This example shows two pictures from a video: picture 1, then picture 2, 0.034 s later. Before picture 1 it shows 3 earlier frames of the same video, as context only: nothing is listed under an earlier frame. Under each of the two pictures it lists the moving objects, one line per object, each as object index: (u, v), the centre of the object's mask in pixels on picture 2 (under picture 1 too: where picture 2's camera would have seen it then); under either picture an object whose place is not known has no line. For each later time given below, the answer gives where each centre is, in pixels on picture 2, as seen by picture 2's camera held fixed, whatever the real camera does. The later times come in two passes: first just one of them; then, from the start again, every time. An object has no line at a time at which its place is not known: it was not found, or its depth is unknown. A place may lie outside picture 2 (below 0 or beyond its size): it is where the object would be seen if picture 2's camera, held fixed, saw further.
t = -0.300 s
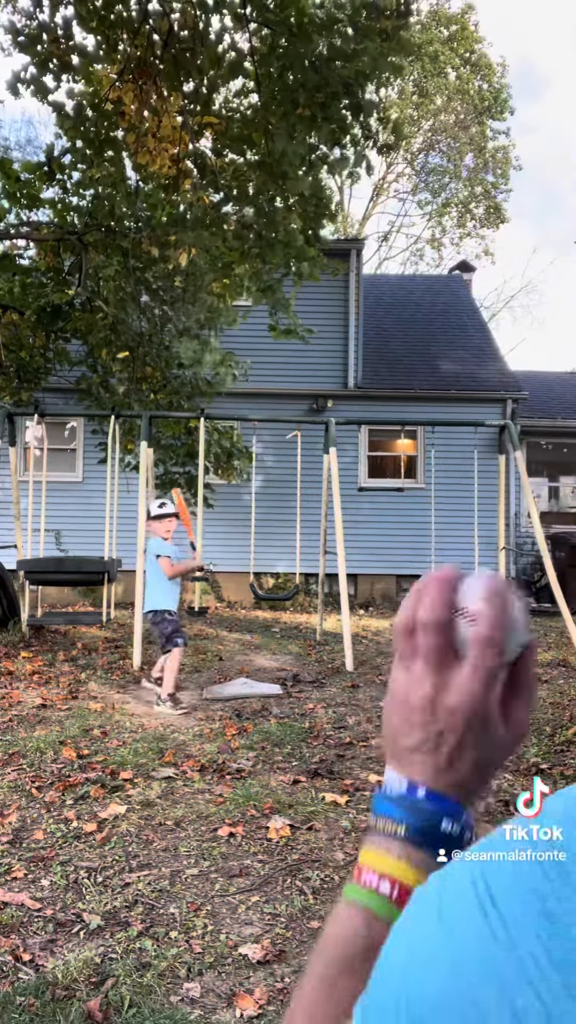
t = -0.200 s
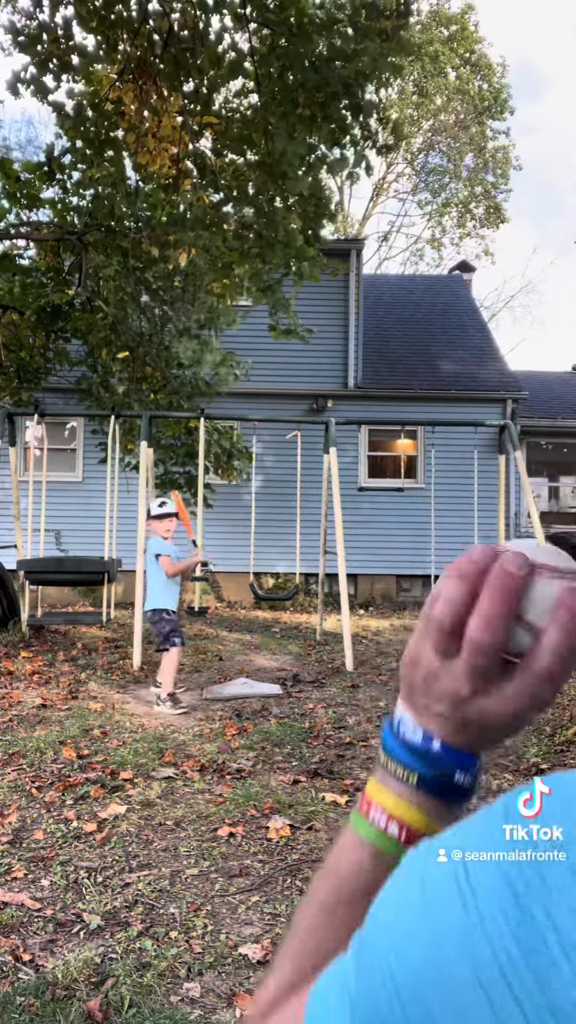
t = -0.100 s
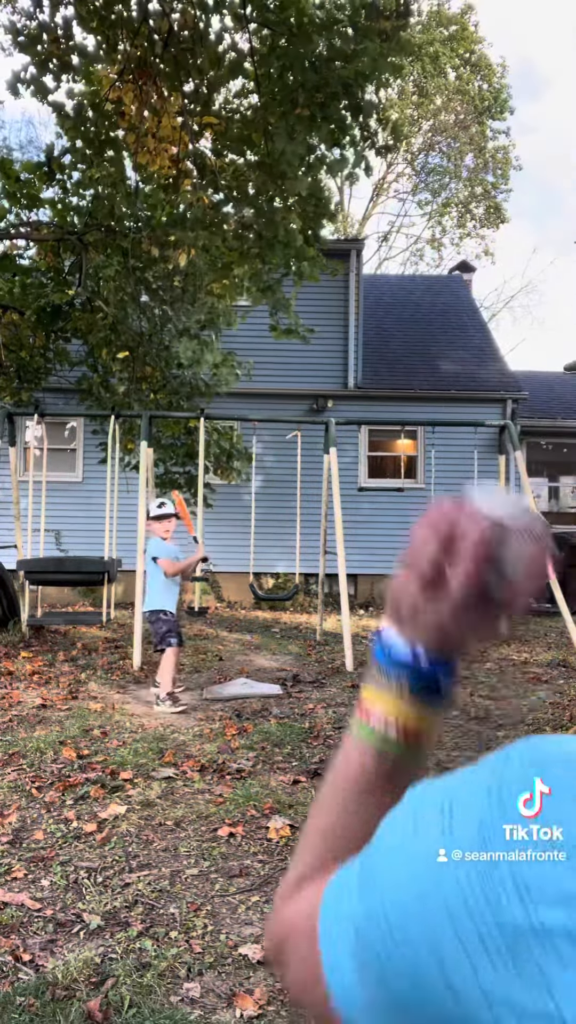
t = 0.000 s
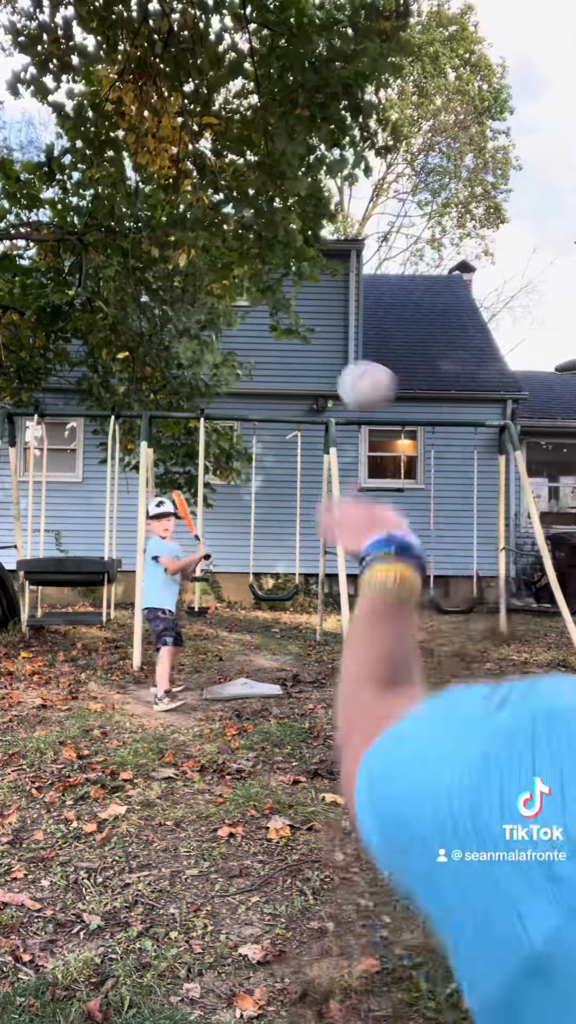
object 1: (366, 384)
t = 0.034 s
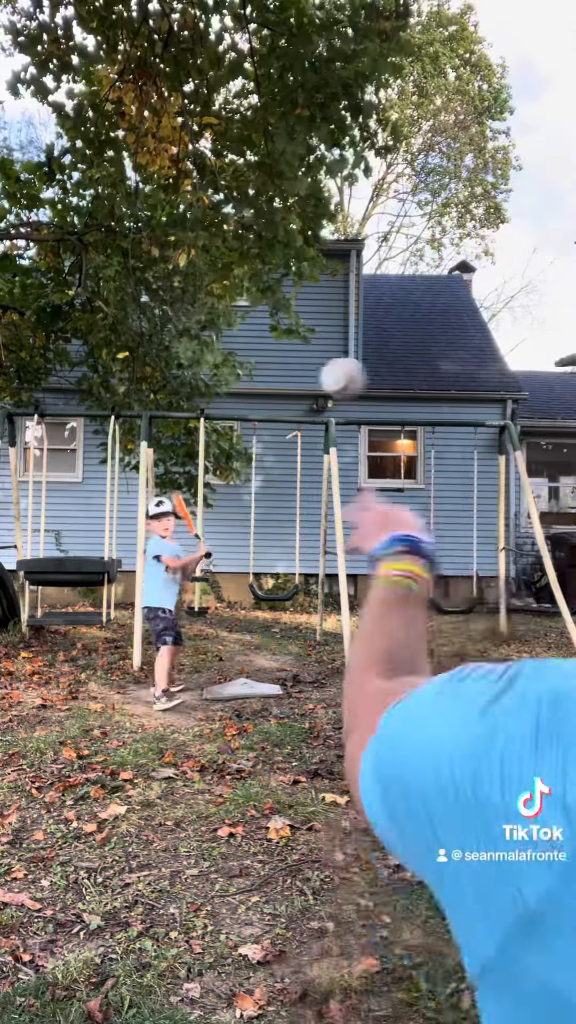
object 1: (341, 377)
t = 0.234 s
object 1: (285, 420)
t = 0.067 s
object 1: (326, 377)
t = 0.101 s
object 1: (314, 381)
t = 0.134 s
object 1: (304, 389)
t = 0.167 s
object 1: (297, 398)
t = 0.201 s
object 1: (290, 408)
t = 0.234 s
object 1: (285, 420)
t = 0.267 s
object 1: (281, 432)
